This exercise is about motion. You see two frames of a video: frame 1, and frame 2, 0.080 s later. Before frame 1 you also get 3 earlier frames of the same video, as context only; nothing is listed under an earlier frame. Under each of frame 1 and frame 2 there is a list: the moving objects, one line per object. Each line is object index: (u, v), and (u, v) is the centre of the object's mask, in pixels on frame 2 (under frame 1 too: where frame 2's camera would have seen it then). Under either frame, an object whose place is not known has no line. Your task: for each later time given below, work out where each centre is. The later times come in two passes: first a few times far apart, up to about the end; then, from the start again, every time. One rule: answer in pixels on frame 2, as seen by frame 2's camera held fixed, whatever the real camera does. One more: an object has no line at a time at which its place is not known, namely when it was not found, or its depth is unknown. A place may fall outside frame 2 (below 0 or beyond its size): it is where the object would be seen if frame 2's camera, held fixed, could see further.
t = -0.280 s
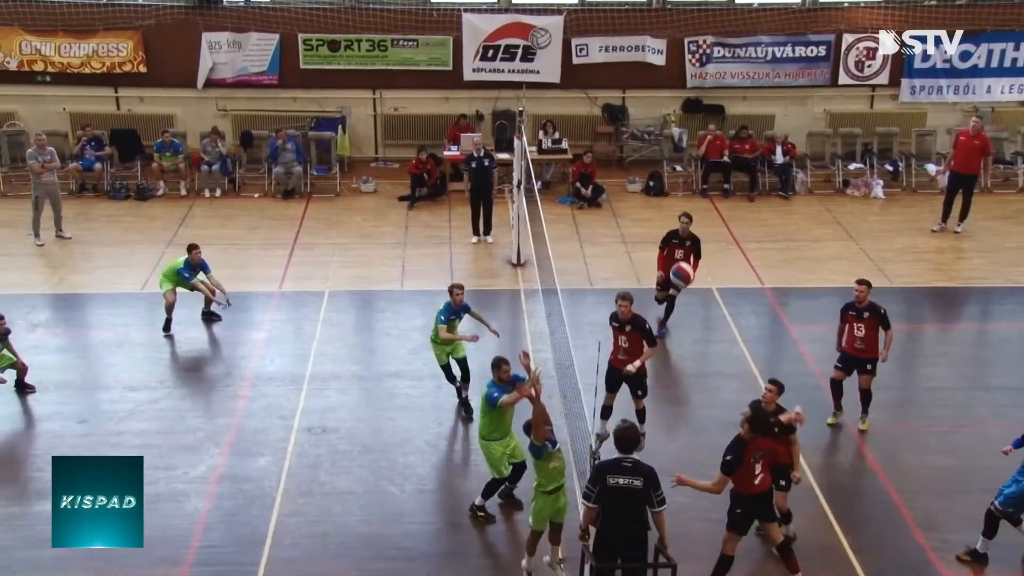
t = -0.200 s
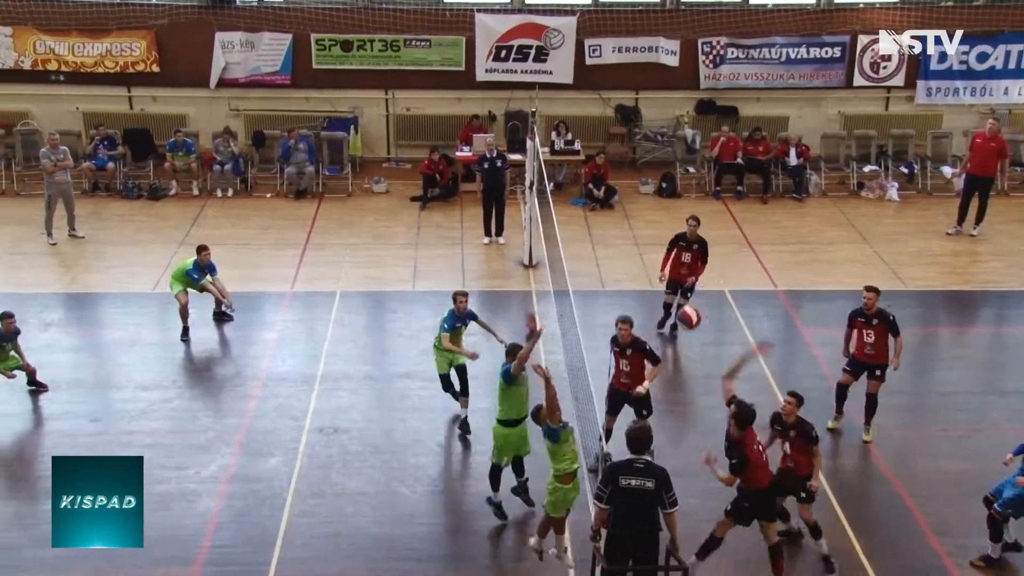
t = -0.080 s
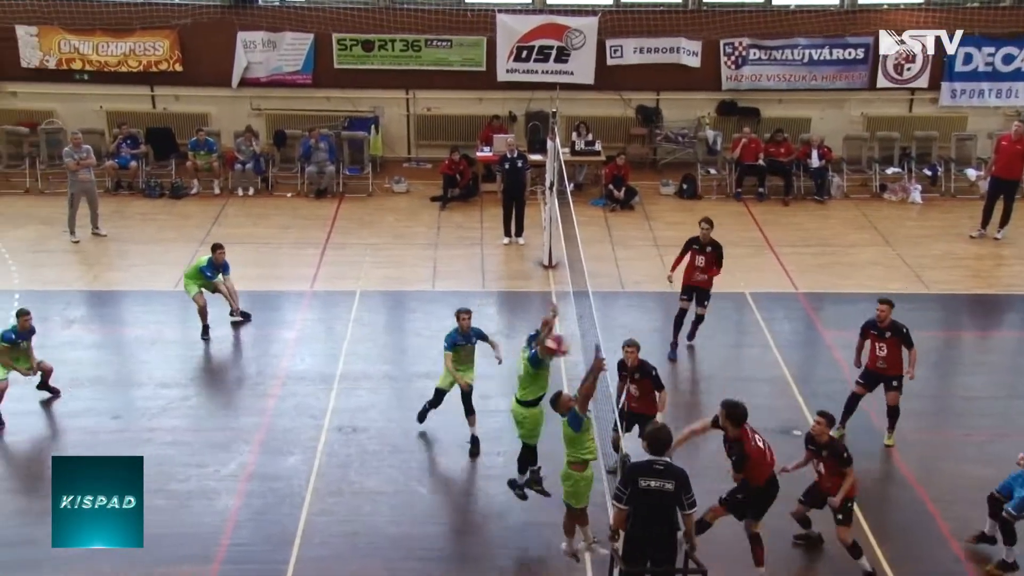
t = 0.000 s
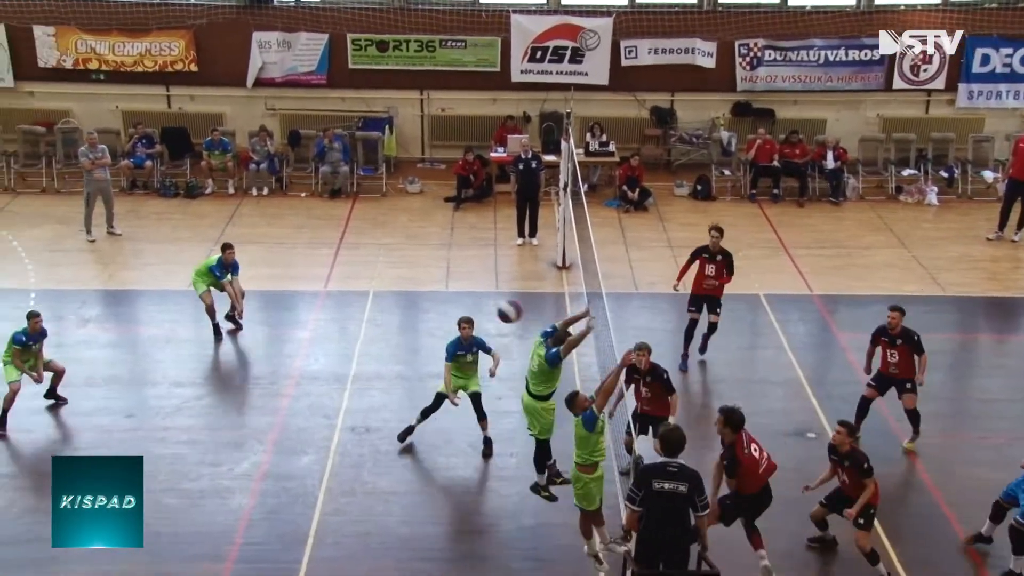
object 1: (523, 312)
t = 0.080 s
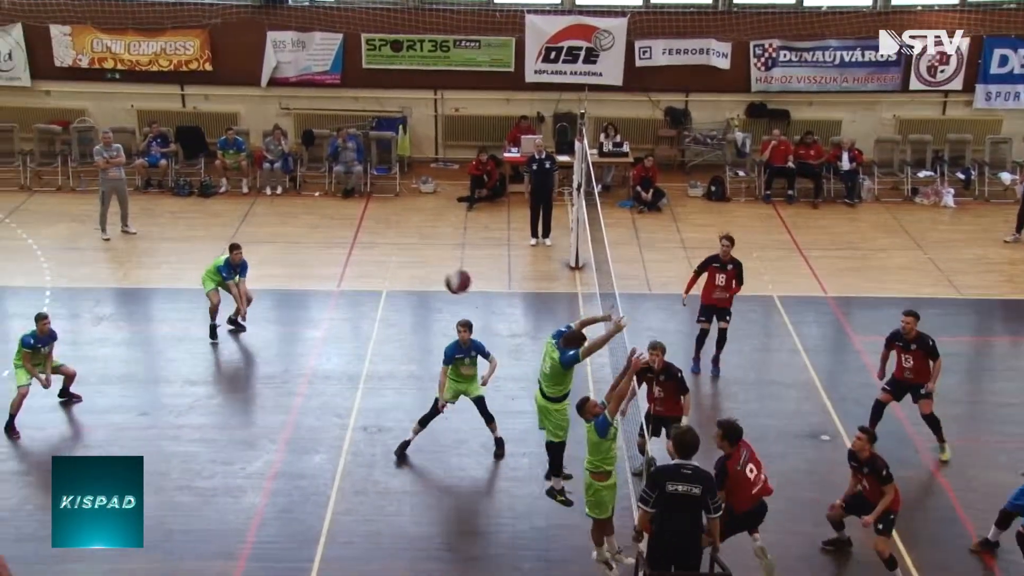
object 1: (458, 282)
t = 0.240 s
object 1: (321, 241)
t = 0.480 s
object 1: (99, 240)
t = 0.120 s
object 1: (424, 269)
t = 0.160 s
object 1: (391, 258)
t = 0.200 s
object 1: (356, 249)
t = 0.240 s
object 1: (321, 241)
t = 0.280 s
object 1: (284, 237)
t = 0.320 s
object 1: (247, 232)
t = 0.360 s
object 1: (210, 231)
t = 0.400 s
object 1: (173, 232)
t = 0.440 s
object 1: (137, 234)
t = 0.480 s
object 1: (99, 240)
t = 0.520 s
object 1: (60, 248)
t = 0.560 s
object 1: (22, 257)
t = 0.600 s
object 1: (-17, 269)
